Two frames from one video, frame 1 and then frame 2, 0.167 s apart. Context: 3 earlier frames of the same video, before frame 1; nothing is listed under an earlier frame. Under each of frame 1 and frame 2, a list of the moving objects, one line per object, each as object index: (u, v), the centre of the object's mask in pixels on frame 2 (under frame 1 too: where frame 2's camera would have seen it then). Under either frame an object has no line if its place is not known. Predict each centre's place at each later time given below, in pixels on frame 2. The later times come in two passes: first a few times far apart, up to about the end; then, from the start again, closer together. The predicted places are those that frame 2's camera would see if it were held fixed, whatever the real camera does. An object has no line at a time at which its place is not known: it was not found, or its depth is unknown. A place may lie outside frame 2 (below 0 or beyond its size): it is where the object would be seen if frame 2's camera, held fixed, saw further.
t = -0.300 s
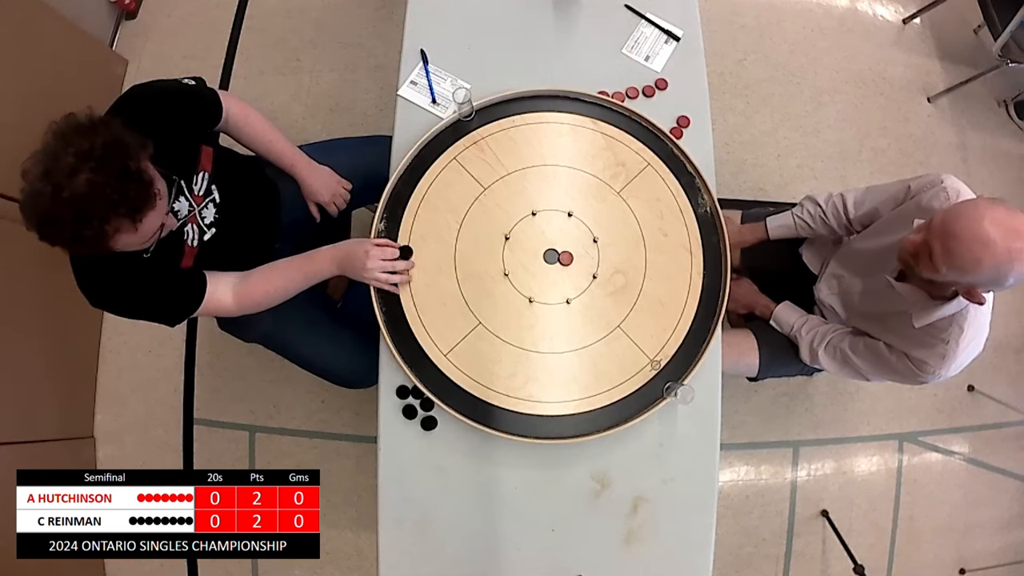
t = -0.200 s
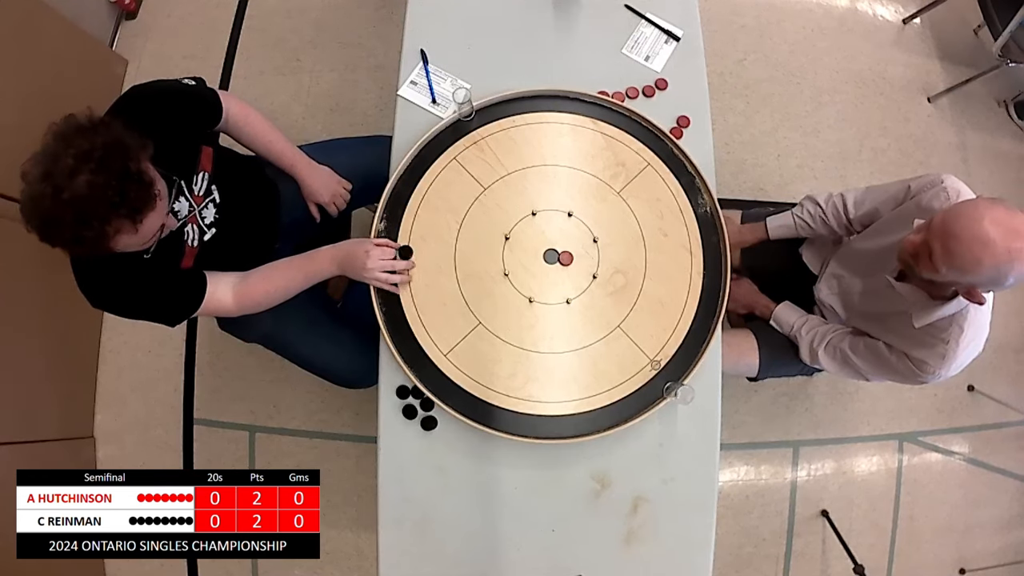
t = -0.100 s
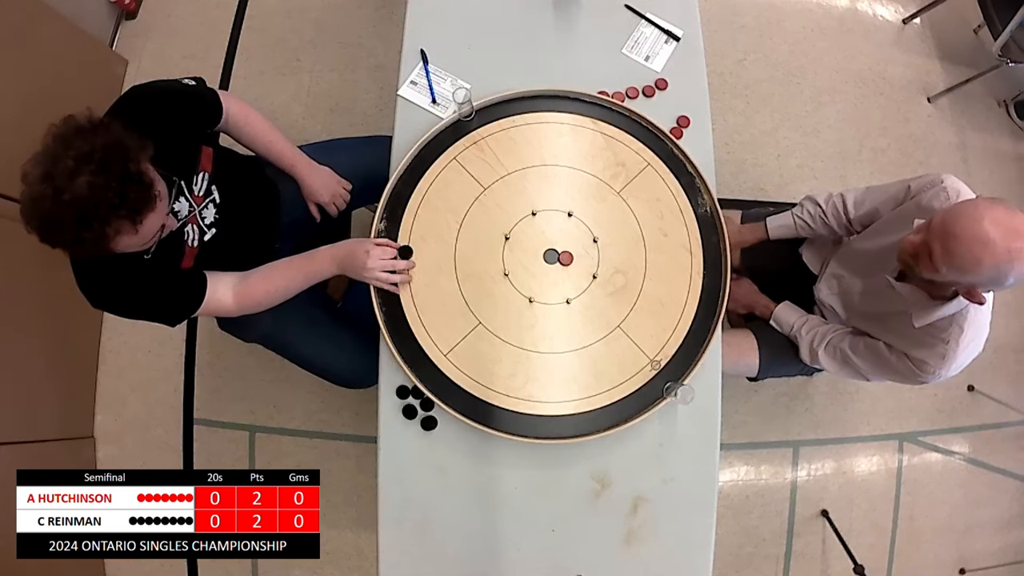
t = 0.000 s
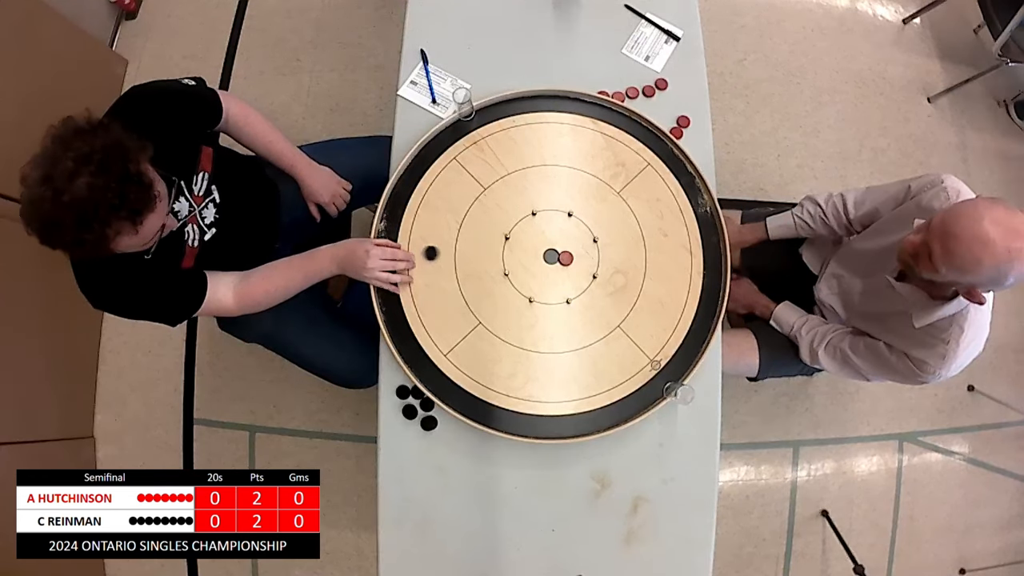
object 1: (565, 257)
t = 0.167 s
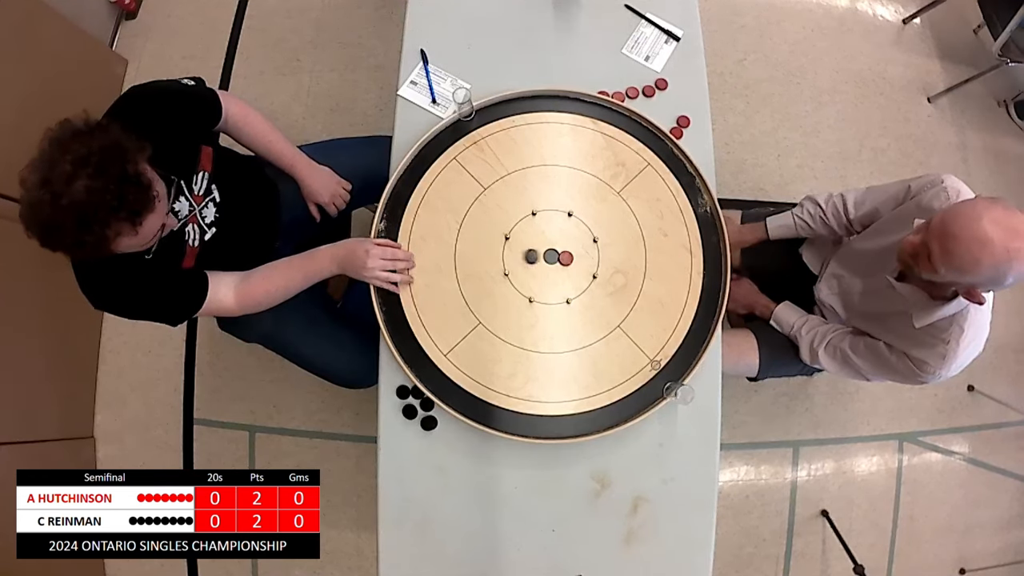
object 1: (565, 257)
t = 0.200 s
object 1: (566, 257)
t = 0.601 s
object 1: (716, 266)
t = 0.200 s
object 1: (566, 257)
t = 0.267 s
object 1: (599, 259)
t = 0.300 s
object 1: (614, 260)
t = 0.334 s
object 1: (629, 260)
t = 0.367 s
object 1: (643, 261)
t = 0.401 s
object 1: (656, 262)
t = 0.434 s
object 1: (669, 263)
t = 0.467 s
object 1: (680, 263)
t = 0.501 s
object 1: (691, 263)
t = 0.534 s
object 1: (702, 264)
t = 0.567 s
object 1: (711, 264)
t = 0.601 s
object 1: (716, 266)
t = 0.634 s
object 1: (712, 265)
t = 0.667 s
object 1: (710, 265)
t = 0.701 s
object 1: (712, 265)
